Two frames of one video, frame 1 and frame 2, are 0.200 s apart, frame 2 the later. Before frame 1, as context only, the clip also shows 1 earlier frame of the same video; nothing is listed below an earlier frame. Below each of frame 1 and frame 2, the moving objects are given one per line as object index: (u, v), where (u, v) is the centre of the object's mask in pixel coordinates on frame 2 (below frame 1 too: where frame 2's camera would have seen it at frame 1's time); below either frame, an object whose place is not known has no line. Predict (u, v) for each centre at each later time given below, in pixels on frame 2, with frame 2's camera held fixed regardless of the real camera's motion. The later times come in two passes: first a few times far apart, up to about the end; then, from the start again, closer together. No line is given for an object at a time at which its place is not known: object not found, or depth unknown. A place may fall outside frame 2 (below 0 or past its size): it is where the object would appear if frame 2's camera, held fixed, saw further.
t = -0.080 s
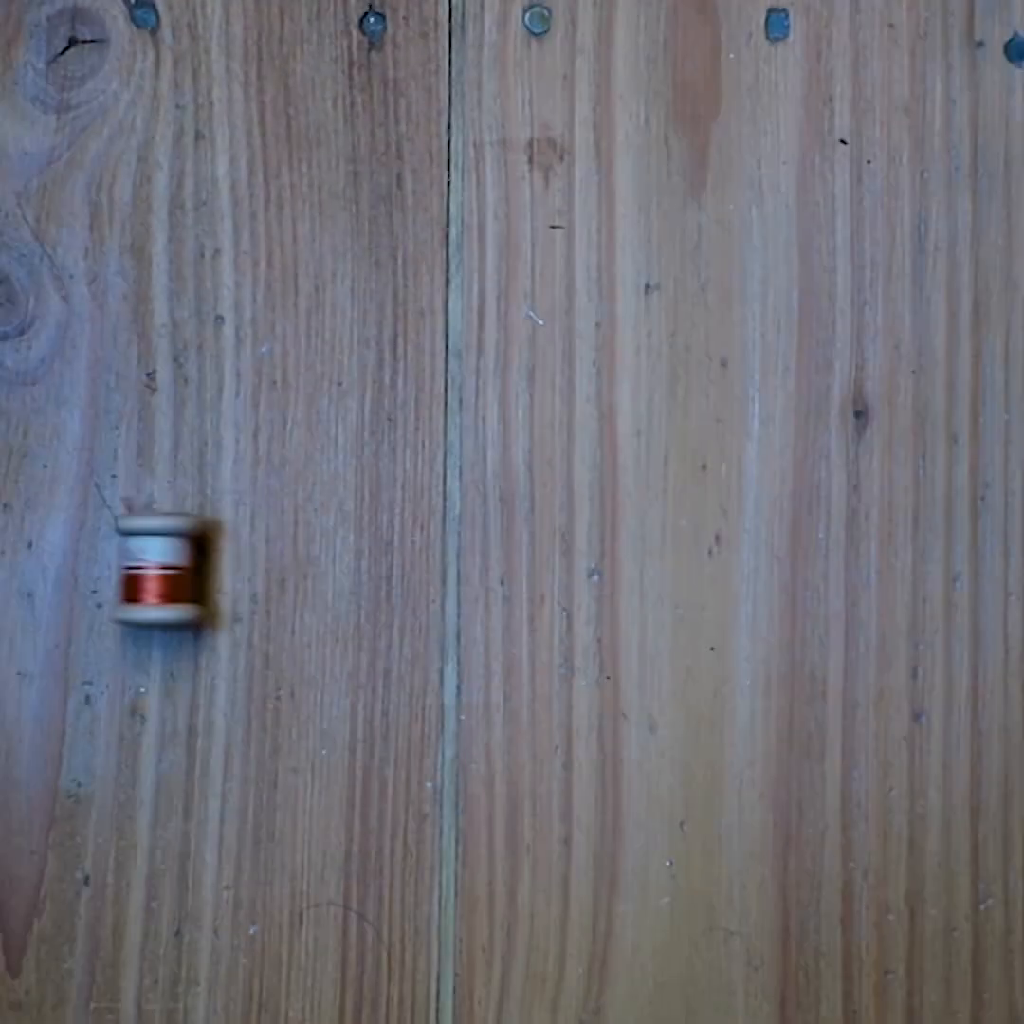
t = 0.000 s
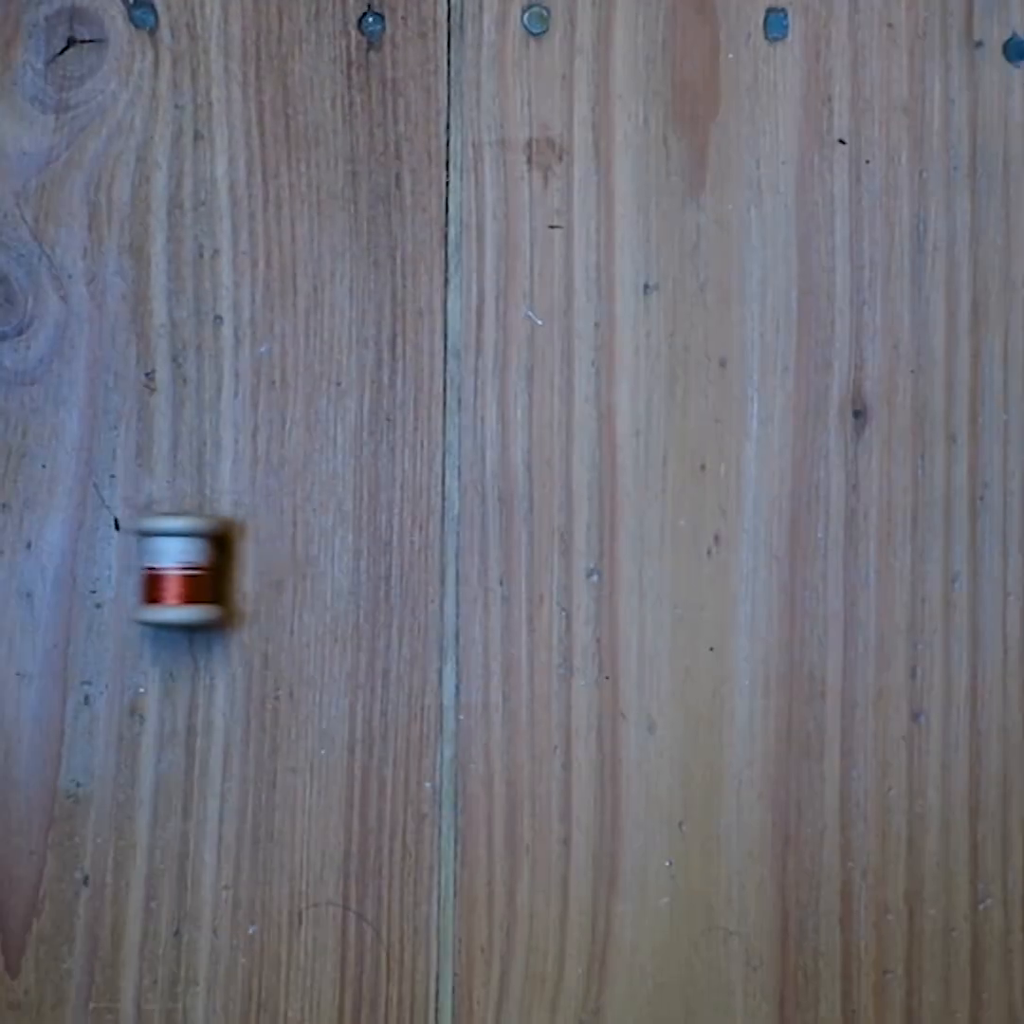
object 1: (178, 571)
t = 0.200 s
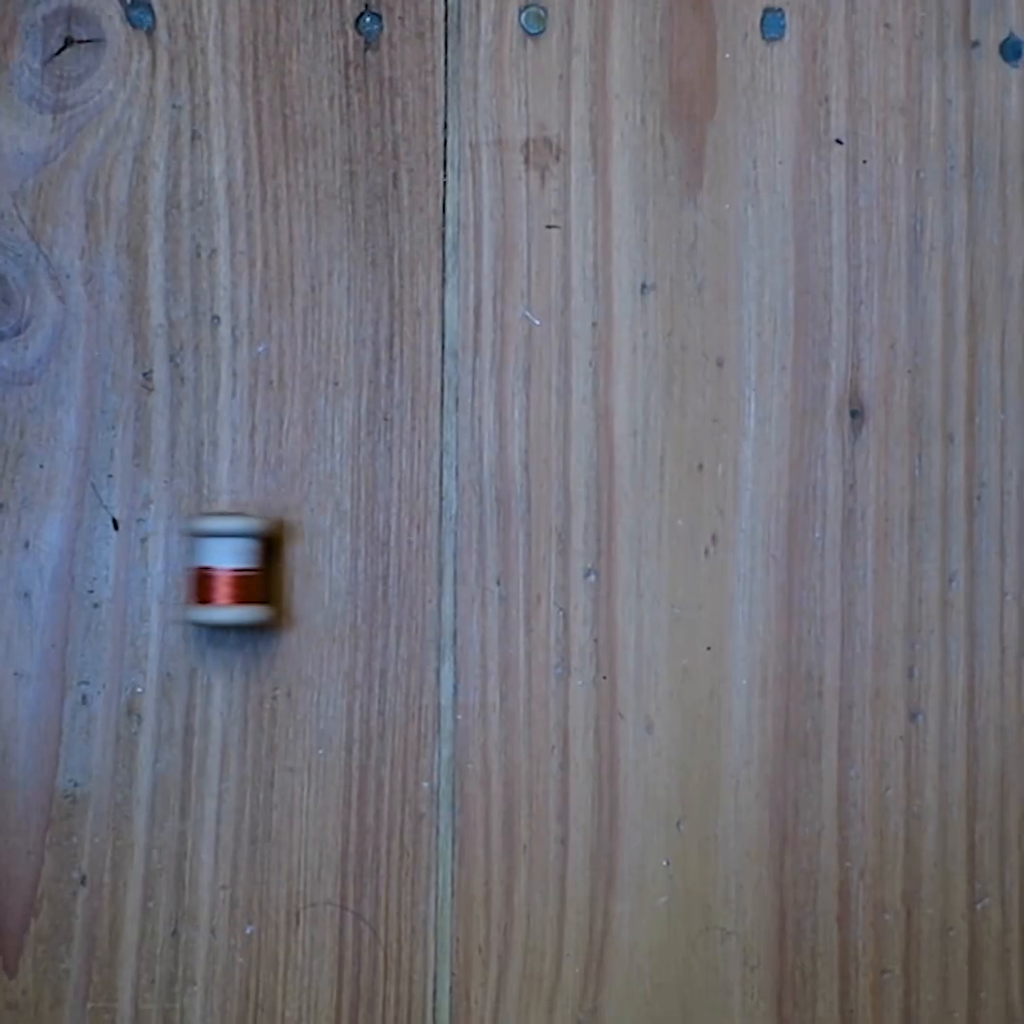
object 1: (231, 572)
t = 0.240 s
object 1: (242, 571)
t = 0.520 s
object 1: (315, 573)
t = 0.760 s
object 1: (378, 573)
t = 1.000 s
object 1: (437, 573)
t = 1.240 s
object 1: (498, 575)
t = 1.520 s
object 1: (570, 577)
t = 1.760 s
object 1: (629, 577)
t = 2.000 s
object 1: (689, 578)
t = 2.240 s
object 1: (748, 579)
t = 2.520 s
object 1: (810, 580)
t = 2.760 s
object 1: (858, 579)
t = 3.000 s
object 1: (903, 578)
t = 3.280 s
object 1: (954, 576)
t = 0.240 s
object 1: (242, 571)
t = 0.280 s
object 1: (253, 571)
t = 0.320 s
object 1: (264, 571)
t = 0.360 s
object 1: (273, 572)
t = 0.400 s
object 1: (283, 572)
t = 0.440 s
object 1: (294, 572)
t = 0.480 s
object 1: (304, 572)
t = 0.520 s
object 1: (315, 573)
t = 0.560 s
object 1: (327, 573)
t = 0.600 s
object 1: (340, 572)
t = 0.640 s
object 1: (347, 573)
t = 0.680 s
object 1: (357, 572)
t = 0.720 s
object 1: (369, 572)
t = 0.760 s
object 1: (378, 573)
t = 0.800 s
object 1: (387, 573)
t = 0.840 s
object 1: (397, 573)
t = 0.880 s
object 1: (406, 573)
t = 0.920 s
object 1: (416, 573)
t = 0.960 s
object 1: (429, 573)
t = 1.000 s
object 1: (437, 573)
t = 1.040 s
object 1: (447, 573)
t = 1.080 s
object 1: (460, 573)
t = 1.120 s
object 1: (469, 574)
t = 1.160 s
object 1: (478, 574)
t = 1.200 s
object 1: (487, 574)
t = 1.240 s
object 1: (498, 575)
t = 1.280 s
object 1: (509, 575)
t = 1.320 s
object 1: (519, 575)
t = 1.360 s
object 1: (529, 575)
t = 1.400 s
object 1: (539, 576)
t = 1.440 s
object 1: (548, 577)
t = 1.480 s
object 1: (558, 576)
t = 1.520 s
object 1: (570, 577)
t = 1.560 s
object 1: (579, 577)
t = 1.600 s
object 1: (589, 576)
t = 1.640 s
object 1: (599, 577)
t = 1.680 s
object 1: (609, 577)
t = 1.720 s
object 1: (619, 577)
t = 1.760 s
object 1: (629, 577)
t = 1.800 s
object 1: (640, 578)
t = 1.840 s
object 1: (649, 578)
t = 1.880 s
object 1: (659, 578)
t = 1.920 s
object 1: (671, 578)
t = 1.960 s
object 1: (679, 578)
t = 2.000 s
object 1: (689, 578)
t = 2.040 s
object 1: (701, 578)
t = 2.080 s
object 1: (711, 579)
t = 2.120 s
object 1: (719, 578)
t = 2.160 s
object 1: (730, 579)
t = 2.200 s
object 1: (740, 579)
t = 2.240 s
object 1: (748, 579)
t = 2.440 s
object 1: (794, 579)
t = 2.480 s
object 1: (803, 579)
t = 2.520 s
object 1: (810, 580)
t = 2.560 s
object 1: (819, 580)
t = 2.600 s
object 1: (827, 581)
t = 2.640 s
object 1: (834, 580)
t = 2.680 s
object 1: (842, 580)
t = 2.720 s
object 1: (849, 580)
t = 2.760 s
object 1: (858, 579)
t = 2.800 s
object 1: (865, 579)
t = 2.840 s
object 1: (873, 579)
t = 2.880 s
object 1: (880, 578)
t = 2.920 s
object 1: (888, 578)
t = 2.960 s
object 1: (895, 578)
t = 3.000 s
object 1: (903, 578)
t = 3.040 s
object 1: (910, 578)
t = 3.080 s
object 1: (918, 578)
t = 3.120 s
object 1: (925, 577)
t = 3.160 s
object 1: (932, 577)
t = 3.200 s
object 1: (940, 577)
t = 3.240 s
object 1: (947, 576)
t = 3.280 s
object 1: (954, 576)
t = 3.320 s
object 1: (962, 576)
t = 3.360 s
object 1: (970, 575)
